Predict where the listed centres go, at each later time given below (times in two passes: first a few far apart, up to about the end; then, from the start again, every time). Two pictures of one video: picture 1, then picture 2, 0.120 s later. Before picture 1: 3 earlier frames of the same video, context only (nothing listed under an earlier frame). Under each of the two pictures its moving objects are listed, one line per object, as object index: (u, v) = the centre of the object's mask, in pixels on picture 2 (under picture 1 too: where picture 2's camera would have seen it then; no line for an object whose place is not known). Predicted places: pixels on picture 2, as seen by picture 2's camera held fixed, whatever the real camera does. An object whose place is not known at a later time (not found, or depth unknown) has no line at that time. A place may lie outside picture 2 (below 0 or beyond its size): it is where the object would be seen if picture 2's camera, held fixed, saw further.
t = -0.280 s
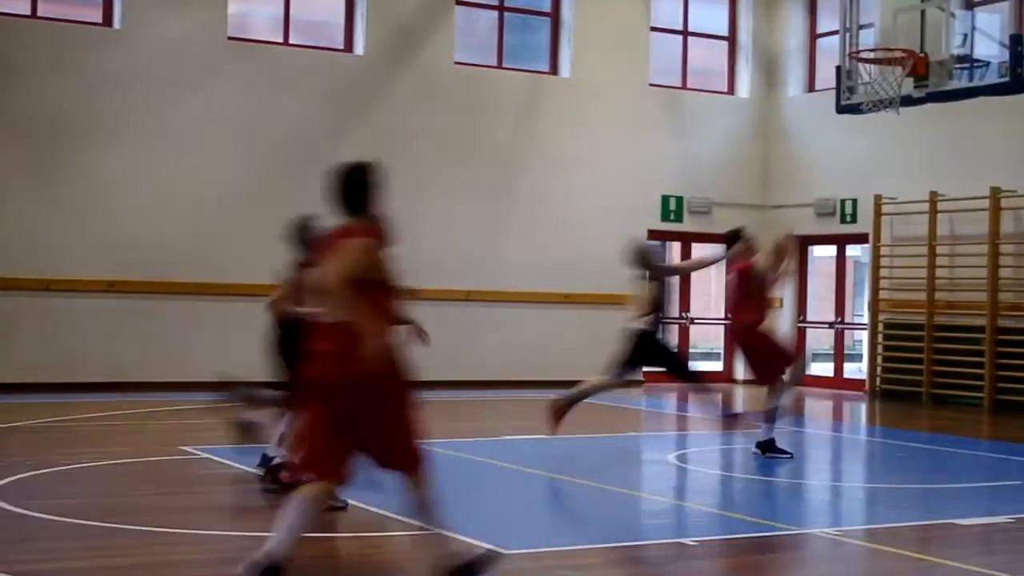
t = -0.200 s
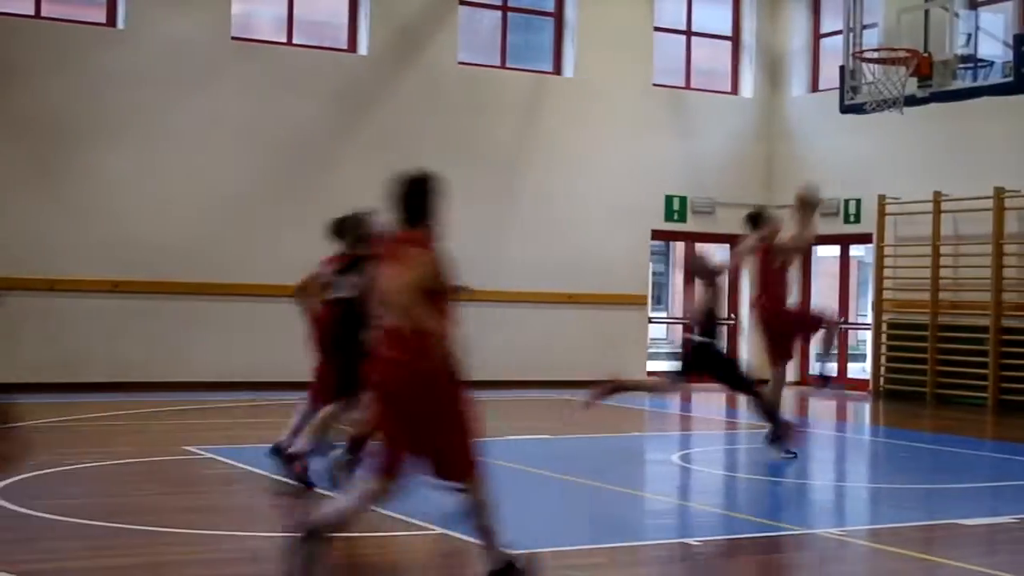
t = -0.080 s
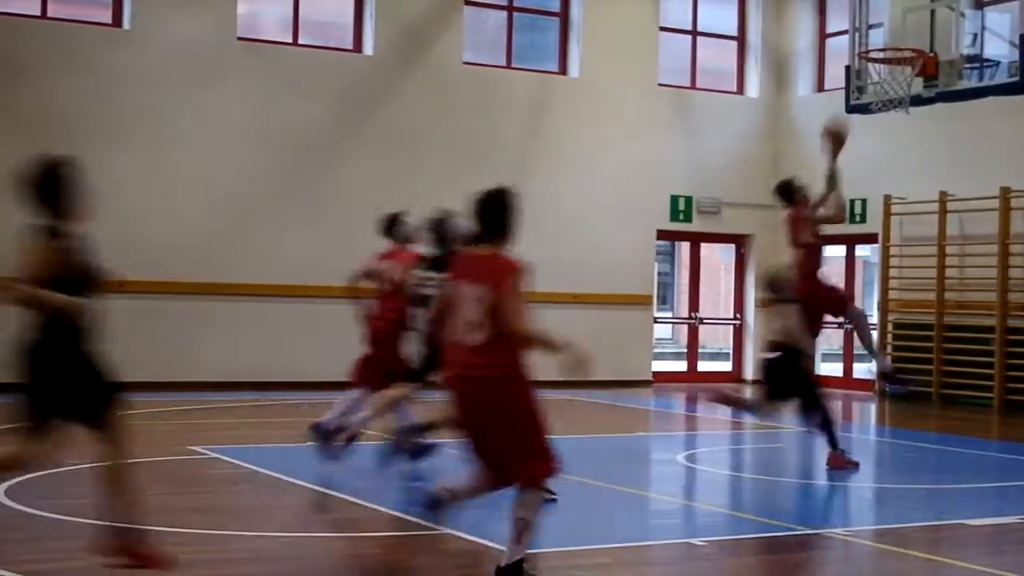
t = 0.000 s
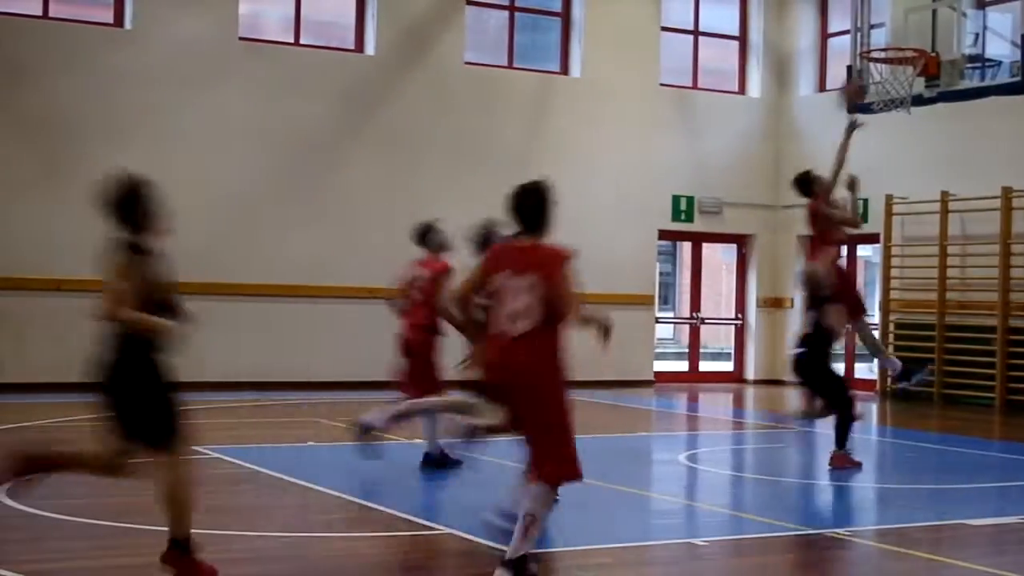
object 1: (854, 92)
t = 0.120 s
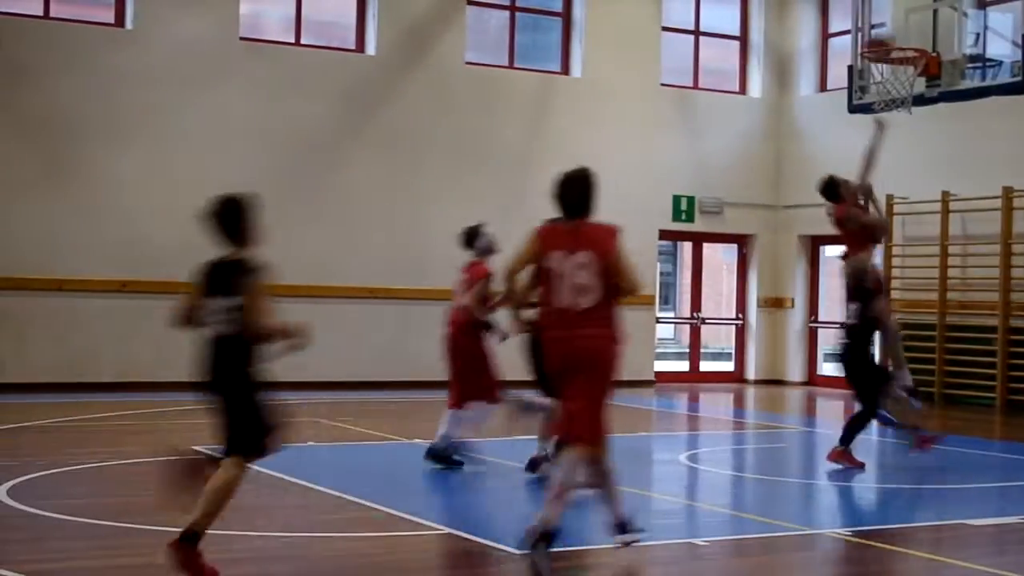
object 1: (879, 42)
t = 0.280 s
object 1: (908, 15)
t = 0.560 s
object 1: (899, 56)
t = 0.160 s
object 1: (888, 34)
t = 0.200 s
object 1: (896, 26)
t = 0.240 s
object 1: (905, 19)
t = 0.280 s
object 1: (908, 15)
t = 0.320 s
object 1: (907, 14)
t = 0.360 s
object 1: (906, 16)
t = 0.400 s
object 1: (905, 20)
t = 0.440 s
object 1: (904, 24)
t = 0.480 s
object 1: (903, 32)
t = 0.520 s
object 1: (901, 39)
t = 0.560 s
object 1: (899, 56)
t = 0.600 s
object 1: (898, 68)
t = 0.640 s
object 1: (897, 83)
